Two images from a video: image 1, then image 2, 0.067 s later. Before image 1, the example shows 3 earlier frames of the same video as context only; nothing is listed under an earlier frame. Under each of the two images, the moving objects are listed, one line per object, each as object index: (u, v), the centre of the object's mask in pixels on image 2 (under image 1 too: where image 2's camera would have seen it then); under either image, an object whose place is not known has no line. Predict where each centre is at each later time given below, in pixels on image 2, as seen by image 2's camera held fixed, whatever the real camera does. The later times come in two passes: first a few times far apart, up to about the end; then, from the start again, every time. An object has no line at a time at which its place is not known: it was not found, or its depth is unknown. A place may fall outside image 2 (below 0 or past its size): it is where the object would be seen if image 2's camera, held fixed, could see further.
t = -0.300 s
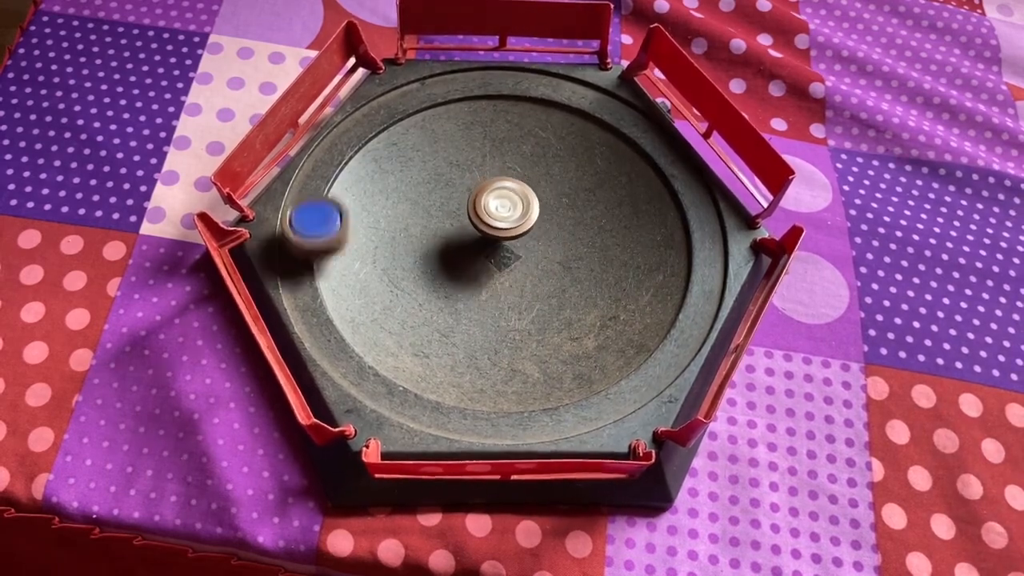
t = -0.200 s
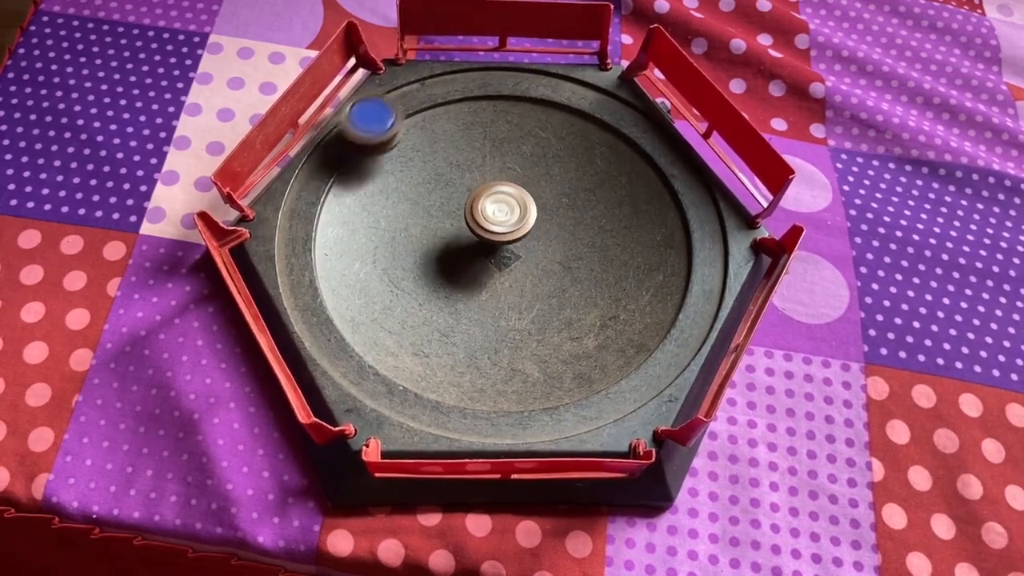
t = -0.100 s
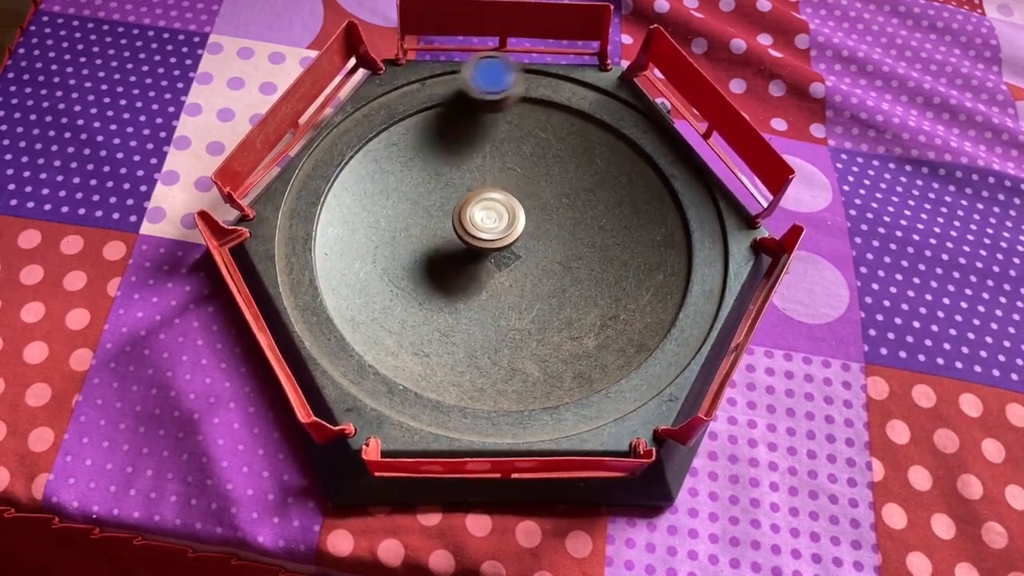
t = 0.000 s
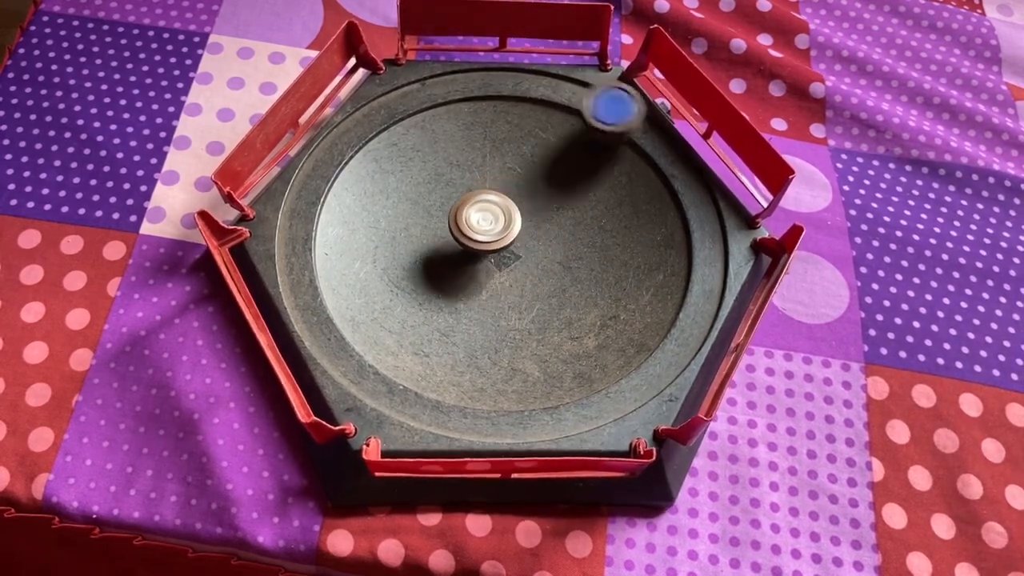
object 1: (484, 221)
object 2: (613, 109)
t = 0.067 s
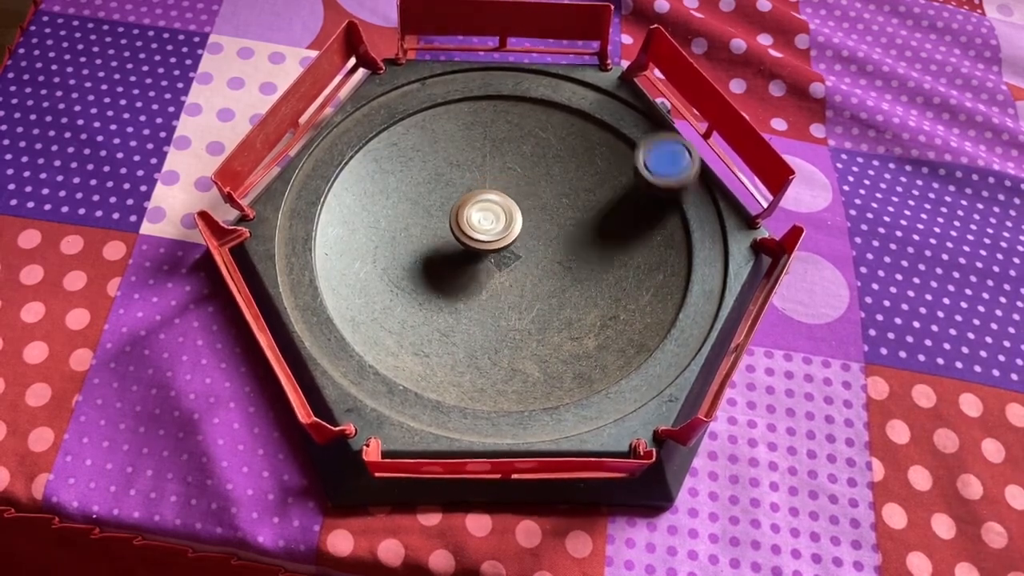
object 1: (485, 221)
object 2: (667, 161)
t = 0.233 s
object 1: (491, 221)
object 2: (647, 334)
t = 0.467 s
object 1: (485, 224)
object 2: (346, 318)
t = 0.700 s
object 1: (484, 233)
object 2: (423, 91)
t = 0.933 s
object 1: (499, 246)
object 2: (666, 157)
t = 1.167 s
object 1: (506, 244)
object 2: (576, 379)
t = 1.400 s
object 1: (520, 242)
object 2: (318, 257)
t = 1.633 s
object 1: (529, 236)
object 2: (476, 79)
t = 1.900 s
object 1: (535, 226)
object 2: (691, 238)
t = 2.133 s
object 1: (540, 219)
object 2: (466, 384)
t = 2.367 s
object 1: (540, 218)
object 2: (326, 181)
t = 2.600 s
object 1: (532, 215)
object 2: (554, 84)
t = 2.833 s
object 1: (524, 208)
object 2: (687, 266)
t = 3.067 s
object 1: (522, 207)
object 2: (438, 379)
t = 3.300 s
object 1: (516, 210)
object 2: (332, 167)
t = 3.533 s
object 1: (507, 213)
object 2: (565, 88)
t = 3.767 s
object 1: (500, 215)
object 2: (685, 269)
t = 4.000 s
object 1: (500, 216)
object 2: (446, 378)
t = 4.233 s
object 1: (492, 220)
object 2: (329, 174)
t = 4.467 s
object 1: (493, 220)
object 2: (552, 83)
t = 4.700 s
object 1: (491, 220)
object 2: (689, 252)
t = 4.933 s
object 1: (491, 220)
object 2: (474, 384)
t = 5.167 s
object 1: (491, 219)
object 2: (319, 201)
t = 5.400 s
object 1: (500, 214)
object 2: (516, 78)
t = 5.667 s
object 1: (518, 205)
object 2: (690, 249)
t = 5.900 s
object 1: (535, 204)
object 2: (479, 386)
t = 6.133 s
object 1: (547, 211)
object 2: (319, 209)
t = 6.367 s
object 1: (544, 220)
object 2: (505, 77)
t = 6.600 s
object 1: (533, 220)
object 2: (688, 204)
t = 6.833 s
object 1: (529, 219)
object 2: (546, 383)
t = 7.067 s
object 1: (530, 218)
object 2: (330, 259)
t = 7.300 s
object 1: (530, 218)
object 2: (444, 84)
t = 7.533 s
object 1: (530, 218)
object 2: (661, 152)
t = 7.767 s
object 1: (531, 218)
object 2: (620, 353)
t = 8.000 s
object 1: (530, 217)
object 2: (360, 319)
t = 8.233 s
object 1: (530, 217)
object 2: (379, 115)
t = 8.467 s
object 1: (530, 217)
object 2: (609, 106)
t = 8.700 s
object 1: (536, 221)
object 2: (671, 296)
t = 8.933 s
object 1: (545, 228)
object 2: (432, 366)
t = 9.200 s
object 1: (545, 235)
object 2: (351, 148)
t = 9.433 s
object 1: (541, 234)
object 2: (561, 87)
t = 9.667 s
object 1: (535, 231)
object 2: (688, 248)
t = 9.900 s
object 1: (532, 226)
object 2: (498, 387)
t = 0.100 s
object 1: (486, 220)
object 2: (684, 193)
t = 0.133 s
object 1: (487, 220)
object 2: (690, 229)
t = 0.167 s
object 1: (488, 220)
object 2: (686, 265)
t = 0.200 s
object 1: (489, 220)
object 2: (672, 302)
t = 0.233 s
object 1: (491, 221)
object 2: (647, 334)
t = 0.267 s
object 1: (492, 221)
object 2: (612, 361)
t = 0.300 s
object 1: (490, 222)
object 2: (572, 379)
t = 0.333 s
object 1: (488, 222)
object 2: (519, 390)
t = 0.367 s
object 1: (487, 223)
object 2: (470, 388)
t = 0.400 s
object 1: (486, 224)
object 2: (421, 374)
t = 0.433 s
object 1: (486, 224)
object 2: (378, 351)
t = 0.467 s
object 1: (485, 224)
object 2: (346, 318)
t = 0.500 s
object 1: (482, 224)
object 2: (325, 282)
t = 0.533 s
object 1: (481, 225)
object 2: (316, 244)
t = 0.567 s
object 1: (481, 225)
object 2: (319, 205)
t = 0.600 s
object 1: (482, 226)
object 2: (332, 168)
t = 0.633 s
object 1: (483, 226)
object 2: (354, 136)
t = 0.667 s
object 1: (483, 229)
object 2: (386, 111)
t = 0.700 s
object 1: (484, 233)
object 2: (423, 91)
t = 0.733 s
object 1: (487, 237)
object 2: (460, 81)
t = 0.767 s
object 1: (490, 240)
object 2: (502, 78)
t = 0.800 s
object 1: (494, 242)
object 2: (540, 82)
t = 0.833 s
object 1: (496, 243)
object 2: (580, 92)
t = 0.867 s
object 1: (498, 243)
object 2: (614, 109)
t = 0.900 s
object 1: (499, 244)
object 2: (642, 130)
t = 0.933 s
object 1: (499, 246)
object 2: (666, 157)
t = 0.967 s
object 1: (500, 247)
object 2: (682, 189)
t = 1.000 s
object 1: (501, 247)
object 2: (690, 223)
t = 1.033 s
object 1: (502, 247)
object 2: (688, 260)
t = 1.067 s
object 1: (503, 246)
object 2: (674, 296)
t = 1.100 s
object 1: (504, 245)
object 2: (653, 329)
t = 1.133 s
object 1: (505, 245)
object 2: (619, 357)
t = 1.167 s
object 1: (506, 244)
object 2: (576, 379)
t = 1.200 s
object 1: (508, 243)
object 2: (529, 388)
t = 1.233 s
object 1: (510, 243)
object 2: (479, 387)
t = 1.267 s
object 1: (512, 243)
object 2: (433, 377)
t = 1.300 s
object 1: (514, 243)
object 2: (388, 357)
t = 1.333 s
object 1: (516, 242)
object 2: (355, 327)
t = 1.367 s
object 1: (518, 242)
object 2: (331, 293)
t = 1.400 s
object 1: (520, 242)
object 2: (318, 257)
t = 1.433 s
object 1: (522, 241)
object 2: (316, 220)
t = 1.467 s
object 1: (524, 241)
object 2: (324, 185)
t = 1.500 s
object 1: (525, 240)
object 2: (342, 149)
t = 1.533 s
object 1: (526, 239)
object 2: (368, 124)
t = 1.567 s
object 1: (527, 238)
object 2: (402, 101)
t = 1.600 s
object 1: (528, 237)
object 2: (437, 85)
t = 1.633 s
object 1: (529, 236)
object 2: (476, 79)
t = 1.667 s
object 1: (530, 235)
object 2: (516, 78)
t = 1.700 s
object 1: (531, 234)
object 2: (554, 85)
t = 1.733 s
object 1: (531, 232)
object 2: (593, 98)
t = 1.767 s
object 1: (532, 231)
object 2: (625, 114)
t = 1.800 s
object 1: (533, 229)
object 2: (653, 140)
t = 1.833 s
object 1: (534, 228)
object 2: (674, 169)
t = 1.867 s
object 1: (534, 227)
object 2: (687, 203)
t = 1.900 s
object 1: (535, 226)
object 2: (691, 238)
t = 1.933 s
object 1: (535, 224)
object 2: (685, 275)
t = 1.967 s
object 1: (536, 223)
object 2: (667, 310)
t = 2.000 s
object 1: (537, 222)
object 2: (640, 340)
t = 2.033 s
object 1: (538, 221)
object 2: (604, 366)
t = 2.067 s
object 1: (539, 220)
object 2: (562, 380)
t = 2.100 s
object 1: (540, 220)
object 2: (514, 387)
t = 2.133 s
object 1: (540, 219)
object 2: (466, 384)
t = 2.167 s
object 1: (540, 219)
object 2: (419, 372)
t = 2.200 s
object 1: (541, 218)
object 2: (381, 351)
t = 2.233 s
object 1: (540, 218)
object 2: (350, 321)
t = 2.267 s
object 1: (540, 218)
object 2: (329, 287)
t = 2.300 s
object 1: (540, 218)
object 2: (317, 252)
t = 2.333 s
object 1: (540, 218)
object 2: (316, 215)
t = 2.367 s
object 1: (540, 218)
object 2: (326, 181)
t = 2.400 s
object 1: (539, 218)
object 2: (343, 147)
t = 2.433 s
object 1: (538, 218)
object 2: (369, 121)
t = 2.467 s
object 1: (537, 217)
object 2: (402, 101)
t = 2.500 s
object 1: (536, 217)
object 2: (438, 86)
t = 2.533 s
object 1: (535, 216)
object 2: (477, 79)
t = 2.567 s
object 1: (533, 215)
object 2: (516, 78)
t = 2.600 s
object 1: (532, 215)
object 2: (554, 84)
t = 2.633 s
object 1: (531, 214)
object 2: (593, 96)
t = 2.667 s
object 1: (530, 214)
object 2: (624, 114)
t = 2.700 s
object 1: (529, 213)
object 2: (650, 138)
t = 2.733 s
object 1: (528, 212)
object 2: (672, 166)
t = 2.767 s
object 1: (527, 211)
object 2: (686, 198)
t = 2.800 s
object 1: (526, 209)
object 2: (691, 232)
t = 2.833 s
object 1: (524, 208)
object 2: (687, 266)
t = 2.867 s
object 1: (524, 207)
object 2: (671, 301)
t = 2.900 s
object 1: (523, 207)
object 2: (648, 332)
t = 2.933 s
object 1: (522, 207)
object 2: (615, 359)
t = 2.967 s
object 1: (522, 207)
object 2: (575, 379)
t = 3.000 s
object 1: (522, 207)
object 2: (531, 388)
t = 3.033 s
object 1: (522, 207)
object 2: (485, 388)
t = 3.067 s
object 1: (522, 207)
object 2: (438, 379)
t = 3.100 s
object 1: (521, 207)
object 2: (398, 359)
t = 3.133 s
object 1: (521, 208)
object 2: (366, 334)
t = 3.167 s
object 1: (520, 208)
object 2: (341, 303)
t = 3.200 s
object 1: (519, 209)
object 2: (325, 270)
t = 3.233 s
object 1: (518, 209)
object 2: (318, 236)
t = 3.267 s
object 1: (517, 210)
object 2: (320, 200)
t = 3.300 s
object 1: (516, 210)
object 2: (332, 167)
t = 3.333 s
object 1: (515, 211)
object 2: (353, 136)
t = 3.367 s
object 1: (514, 212)
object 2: (380, 112)
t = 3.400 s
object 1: (512, 212)
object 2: (415, 95)
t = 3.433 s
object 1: (511, 213)
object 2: (451, 82)
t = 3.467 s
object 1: (510, 213)
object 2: (489, 78)
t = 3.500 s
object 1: (509, 214)
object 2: (526, 79)
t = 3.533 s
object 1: (507, 213)
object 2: (565, 88)
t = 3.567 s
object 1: (506, 214)
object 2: (599, 101)
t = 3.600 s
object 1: (505, 214)
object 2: (629, 119)
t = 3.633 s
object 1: (504, 214)
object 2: (654, 143)
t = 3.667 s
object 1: (503, 214)
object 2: (674, 171)
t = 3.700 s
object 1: (502, 214)
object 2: (686, 202)
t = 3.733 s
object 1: (501, 214)
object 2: (690, 235)
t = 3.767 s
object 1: (500, 215)
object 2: (685, 269)
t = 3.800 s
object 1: (500, 215)
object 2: (670, 305)
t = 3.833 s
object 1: (500, 214)
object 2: (647, 334)
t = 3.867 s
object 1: (501, 214)
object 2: (615, 359)
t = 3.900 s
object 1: (501, 215)
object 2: (578, 374)
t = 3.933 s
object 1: (501, 215)
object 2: (536, 384)
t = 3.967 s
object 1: (501, 215)
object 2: (490, 385)
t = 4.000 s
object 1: (500, 216)
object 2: (446, 378)
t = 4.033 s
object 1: (498, 216)
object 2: (407, 361)
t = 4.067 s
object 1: (497, 217)
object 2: (372, 337)
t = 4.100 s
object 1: (495, 217)
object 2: (347, 307)
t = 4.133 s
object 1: (495, 219)
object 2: (329, 275)
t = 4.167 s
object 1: (494, 219)
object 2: (320, 242)
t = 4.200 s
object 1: (493, 220)
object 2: (320, 208)
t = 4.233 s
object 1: (492, 220)
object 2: (329, 174)
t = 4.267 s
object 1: (492, 221)
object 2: (349, 144)
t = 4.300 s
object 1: (492, 221)
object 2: (375, 117)
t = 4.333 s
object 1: (492, 221)
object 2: (405, 98)
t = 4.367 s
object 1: (492, 221)
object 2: (441, 85)
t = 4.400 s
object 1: (492, 220)
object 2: (479, 78)
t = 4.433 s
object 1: (493, 220)
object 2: (516, 78)
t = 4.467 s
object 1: (493, 220)
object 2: (552, 83)
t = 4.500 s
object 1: (492, 220)
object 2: (588, 95)
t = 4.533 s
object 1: (492, 220)
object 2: (619, 112)
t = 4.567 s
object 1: (493, 220)
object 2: (645, 133)
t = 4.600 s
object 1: (492, 220)
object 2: (666, 158)
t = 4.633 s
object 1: (492, 220)
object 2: (682, 187)
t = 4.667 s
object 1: (491, 220)
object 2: (690, 219)
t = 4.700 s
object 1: (491, 220)
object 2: (689, 252)
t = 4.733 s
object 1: (491, 220)
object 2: (678, 286)
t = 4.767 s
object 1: (491, 220)
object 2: (661, 316)
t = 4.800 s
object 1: (492, 220)
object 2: (634, 344)
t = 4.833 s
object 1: (491, 220)
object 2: (601, 366)
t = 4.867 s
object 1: (491, 220)
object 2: (561, 381)
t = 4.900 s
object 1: (491, 220)
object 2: (518, 386)
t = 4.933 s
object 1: (491, 220)
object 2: (474, 384)
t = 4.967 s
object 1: (491, 219)
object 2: (433, 374)
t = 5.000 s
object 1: (491, 219)
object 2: (393, 354)
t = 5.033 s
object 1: (491, 219)
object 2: (360, 332)
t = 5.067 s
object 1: (491, 219)
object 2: (336, 301)
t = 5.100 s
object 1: (491, 219)
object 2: (321, 269)
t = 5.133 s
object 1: (491, 219)
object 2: (315, 235)
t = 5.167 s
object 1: (491, 219)
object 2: (319, 201)
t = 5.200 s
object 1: (492, 219)
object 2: (331, 168)
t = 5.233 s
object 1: (492, 219)
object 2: (352, 142)
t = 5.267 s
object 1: (494, 218)
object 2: (378, 116)
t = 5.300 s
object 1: (495, 217)
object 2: (409, 97)
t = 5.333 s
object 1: (497, 216)
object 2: (444, 85)
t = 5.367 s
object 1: (498, 215)
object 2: (480, 78)
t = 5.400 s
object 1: (500, 214)
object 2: (516, 78)
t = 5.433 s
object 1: (502, 212)
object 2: (552, 84)
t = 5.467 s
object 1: (504, 211)
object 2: (587, 93)
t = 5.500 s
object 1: (506, 210)
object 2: (618, 110)
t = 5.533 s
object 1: (508, 209)
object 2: (644, 131)
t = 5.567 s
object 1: (510, 208)
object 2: (665, 156)
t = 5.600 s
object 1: (513, 207)
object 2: (681, 184)
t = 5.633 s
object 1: (515, 206)
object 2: (689, 215)
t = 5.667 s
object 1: (518, 205)
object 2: (690, 249)
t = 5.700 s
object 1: (520, 204)
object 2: (681, 282)
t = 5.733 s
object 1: (523, 204)
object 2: (663, 313)
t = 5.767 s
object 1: (525, 204)
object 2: (639, 341)
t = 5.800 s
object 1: (528, 204)
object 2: (605, 366)
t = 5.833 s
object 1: (530, 204)
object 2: (566, 379)
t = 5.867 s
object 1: (533, 204)
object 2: (522, 388)
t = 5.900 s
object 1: (535, 204)
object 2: (479, 386)
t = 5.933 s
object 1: (537, 205)
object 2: (437, 377)
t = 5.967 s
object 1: (540, 205)
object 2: (397, 359)
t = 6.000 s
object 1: (542, 206)
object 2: (365, 335)
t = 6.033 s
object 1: (543, 207)
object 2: (342, 306)
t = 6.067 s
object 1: (545, 209)
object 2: (327, 275)
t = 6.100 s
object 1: (546, 210)
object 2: (318, 241)
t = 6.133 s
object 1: (547, 211)
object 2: (319, 209)
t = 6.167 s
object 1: (547, 213)
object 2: (329, 175)
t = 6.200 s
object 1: (548, 214)
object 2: (345, 144)
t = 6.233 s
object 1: (548, 216)
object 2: (369, 120)
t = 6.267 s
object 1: (547, 217)
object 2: (401, 101)
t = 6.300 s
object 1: (546, 218)
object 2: (432, 87)
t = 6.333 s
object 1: (545, 219)
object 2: (468, 79)
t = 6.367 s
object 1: (544, 220)
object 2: (505, 77)
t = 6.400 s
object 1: (542, 220)
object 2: (539, 81)
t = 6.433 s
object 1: (541, 220)
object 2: (575, 89)
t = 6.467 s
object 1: (539, 220)
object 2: (608, 104)
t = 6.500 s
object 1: (538, 220)
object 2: (636, 123)
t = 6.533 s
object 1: (536, 220)
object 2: (657, 150)
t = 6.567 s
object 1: (535, 220)
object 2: (675, 177)
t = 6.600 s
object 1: (533, 220)
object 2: (688, 204)
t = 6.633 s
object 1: (532, 219)
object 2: (691, 236)
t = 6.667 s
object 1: (530, 218)
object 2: (686, 270)
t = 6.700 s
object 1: (529, 218)
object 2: (671, 303)
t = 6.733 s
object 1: (529, 218)
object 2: (650, 330)
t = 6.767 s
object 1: (529, 219)
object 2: (622, 354)
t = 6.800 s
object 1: (529, 219)
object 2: (586, 372)
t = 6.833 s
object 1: (529, 219)
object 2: (546, 383)
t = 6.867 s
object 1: (529, 218)
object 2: (504, 385)
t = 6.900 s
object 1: (529, 218)
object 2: (460, 382)
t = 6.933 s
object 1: (529, 218)
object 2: (420, 368)
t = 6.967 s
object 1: (529, 219)
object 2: (387, 349)
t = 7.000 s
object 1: (530, 218)
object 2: (360, 321)
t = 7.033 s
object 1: (529, 219)
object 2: (342, 291)
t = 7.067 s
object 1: (530, 218)
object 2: (330, 259)
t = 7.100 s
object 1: (530, 218)
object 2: (326, 228)
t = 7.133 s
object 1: (530, 218)
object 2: (331, 196)
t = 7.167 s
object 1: (530, 218)
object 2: (343, 164)
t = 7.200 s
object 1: (530, 219)
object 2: (361, 138)
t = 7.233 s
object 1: (530, 218)
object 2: (385, 115)
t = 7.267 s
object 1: (530, 218)
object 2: (413, 97)
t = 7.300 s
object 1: (530, 218)
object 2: (444, 84)
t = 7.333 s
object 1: (530, 218)
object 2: (479, 79)
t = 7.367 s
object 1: (530, 218)
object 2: (515, 80)
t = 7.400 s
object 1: (530, 218)
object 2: (548, 84)
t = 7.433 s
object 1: (530, 218)
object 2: (584, 92)
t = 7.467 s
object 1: (530, 218)
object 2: (614, 108)
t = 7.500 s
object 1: (530, 218)
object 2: (640, 128)
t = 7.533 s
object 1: (530, 218)
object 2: (661, 152)
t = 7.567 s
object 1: (530, 218)
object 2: (678, 178)
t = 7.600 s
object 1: (531, 218)
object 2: (688, 207)
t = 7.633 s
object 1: (531, 218)
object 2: (690, 240)
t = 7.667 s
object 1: (531, 218)
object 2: (683, 272)
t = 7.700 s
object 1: (531, 217)
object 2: (669, 303)
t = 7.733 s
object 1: (531, 217)
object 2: (648, 330)
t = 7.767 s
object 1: (531, 218)
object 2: (620, 353)
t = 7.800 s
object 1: (531, 217)
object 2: (585, 371)
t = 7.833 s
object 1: (531, 217)
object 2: (546, 380)
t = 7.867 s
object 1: (531, 217)
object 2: (501, 384)
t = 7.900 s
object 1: (531, 217)
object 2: (460, 378)
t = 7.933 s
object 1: (531, 217)
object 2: (420, 365)
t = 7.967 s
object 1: (531, 217)
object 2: (387, 345)
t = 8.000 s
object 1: (530, 217)
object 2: (360, 319)
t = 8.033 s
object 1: (531, 217)
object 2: (341, 290)
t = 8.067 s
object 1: (531, 217)
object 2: (328, 258)
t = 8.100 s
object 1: (531, 217)
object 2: (324, 227)
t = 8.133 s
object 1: (531, 217)
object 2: (328, 197)
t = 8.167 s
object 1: (530, 217)
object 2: (339, 166)
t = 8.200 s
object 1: (530, 217)
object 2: (357, 139)
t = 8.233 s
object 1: (530, 217)
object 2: (379, 115)
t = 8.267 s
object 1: (530, 217)
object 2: (406, 97)
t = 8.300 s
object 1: (530, 217)
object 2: (441, 86)
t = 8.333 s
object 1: (530, 217)
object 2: (474, 80)
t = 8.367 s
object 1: (530, 218)
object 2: (509, 78)
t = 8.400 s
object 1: (529, 217)
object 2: (544, 82)
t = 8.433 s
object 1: (529, 217)
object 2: (580, 90)
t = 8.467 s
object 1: (530, 217)
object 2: (609, 106)
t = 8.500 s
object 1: (530, 218)
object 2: (635, 123)
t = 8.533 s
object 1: (531, 218)
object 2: (657, 147)
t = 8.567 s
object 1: (532, 219)
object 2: (674, 173)
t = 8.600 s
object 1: (533, 220)
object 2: (685, 202)
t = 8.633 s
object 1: (534, 220)
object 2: (688, 233)
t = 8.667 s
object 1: (535, 220)
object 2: (683, 265)
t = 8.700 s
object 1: (536, 221)
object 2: (671, 296)
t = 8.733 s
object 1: (537, 222)
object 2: (652, 323)
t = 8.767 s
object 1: (539, 223)
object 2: (625, 347)
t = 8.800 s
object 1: (540, 224)
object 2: (590, 366)
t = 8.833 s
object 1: (541, 225)
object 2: (553, 377)
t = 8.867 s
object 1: (542, 226)
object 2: (511, 382)
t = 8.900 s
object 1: (544, 227)
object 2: (470, 378)
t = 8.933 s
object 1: (545, 228)
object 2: (432, 366)
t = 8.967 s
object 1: (545, 229)
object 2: (397, 351)
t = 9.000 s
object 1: (546, 230)
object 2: (367, 327)
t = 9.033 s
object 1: (546, 230)
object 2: (346, 300)
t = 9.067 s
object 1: (546, 231)
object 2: (332, 269)
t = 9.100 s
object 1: (546, 233)
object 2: (326, 237)
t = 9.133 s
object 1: (546, 233)
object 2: (327, 204)
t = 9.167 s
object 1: (546, 234)
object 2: (336, 175)
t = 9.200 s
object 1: (545, 235)
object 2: (351, 148)
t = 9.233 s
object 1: (545, 235)
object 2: (373, 124)
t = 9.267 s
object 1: (544, 235)
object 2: (399, 105)
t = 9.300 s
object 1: (544, 235)
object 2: (427, 89)
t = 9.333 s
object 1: (543, 235)
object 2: (459, 80)
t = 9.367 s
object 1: (543, 235)
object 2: (495, 78)
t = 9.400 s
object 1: (542, 234)
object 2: (528, 80)
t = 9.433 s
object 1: (541, 234)
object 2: (561, 87)
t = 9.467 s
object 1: (540, 234)
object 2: (594, 97)
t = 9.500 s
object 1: (539, 233)
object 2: (623, 114)
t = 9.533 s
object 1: (538, 233)
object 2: (647, 134)
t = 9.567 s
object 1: (537, 232)
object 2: (667, 160)
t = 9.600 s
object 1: (536, 232)
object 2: (681, 187)
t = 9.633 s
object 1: (536, 231)
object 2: (688, 217)
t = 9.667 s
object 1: (535, 231)
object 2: (688, 248)
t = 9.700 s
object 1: (535, 230)
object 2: (681, 280)
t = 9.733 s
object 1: (534, 230)
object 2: (666, 308)
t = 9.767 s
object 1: (533, 229)
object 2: (643, 337)
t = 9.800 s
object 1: (533, 228)
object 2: (614, 359)
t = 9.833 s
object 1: (533, 227)
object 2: (578, 376)
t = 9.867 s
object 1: (533, 227)
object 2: (540, 385)
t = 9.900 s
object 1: (532, 226)
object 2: (498, 387)
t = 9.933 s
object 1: (531, 225)
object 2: (457, 379)
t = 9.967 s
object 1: (531, 224)
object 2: (420, 366)
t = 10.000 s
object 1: (531, 224)
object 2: (386, 346)
